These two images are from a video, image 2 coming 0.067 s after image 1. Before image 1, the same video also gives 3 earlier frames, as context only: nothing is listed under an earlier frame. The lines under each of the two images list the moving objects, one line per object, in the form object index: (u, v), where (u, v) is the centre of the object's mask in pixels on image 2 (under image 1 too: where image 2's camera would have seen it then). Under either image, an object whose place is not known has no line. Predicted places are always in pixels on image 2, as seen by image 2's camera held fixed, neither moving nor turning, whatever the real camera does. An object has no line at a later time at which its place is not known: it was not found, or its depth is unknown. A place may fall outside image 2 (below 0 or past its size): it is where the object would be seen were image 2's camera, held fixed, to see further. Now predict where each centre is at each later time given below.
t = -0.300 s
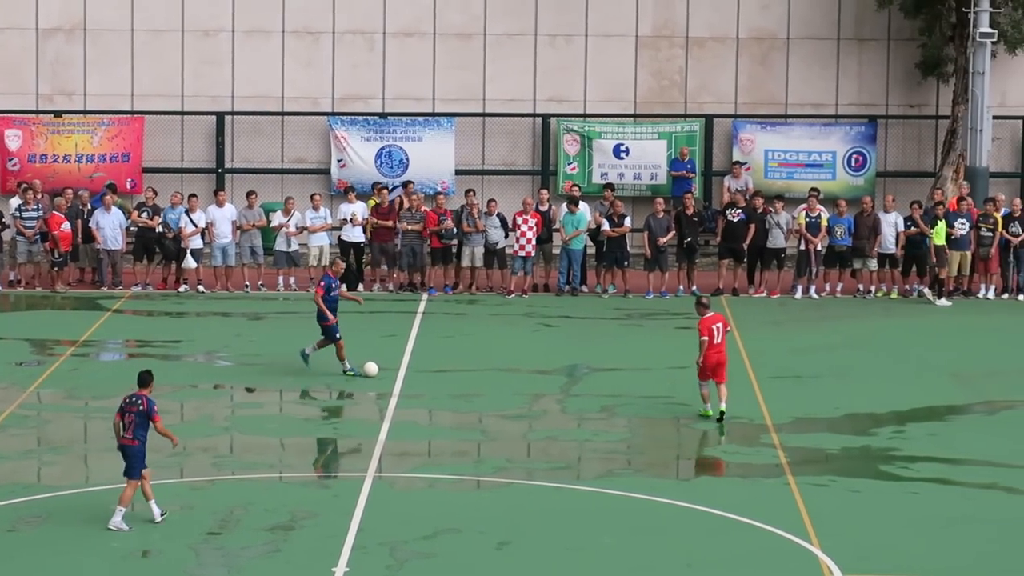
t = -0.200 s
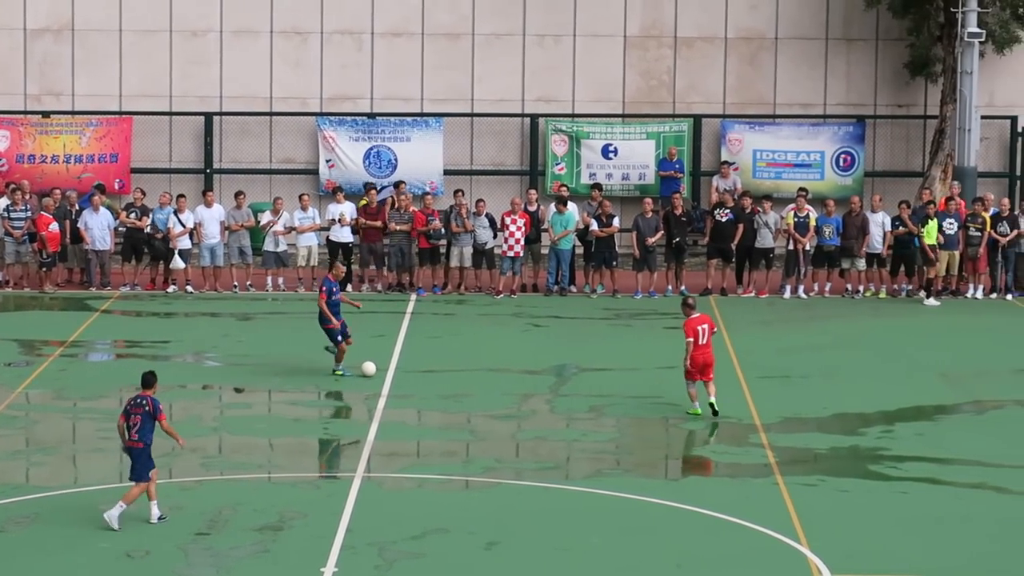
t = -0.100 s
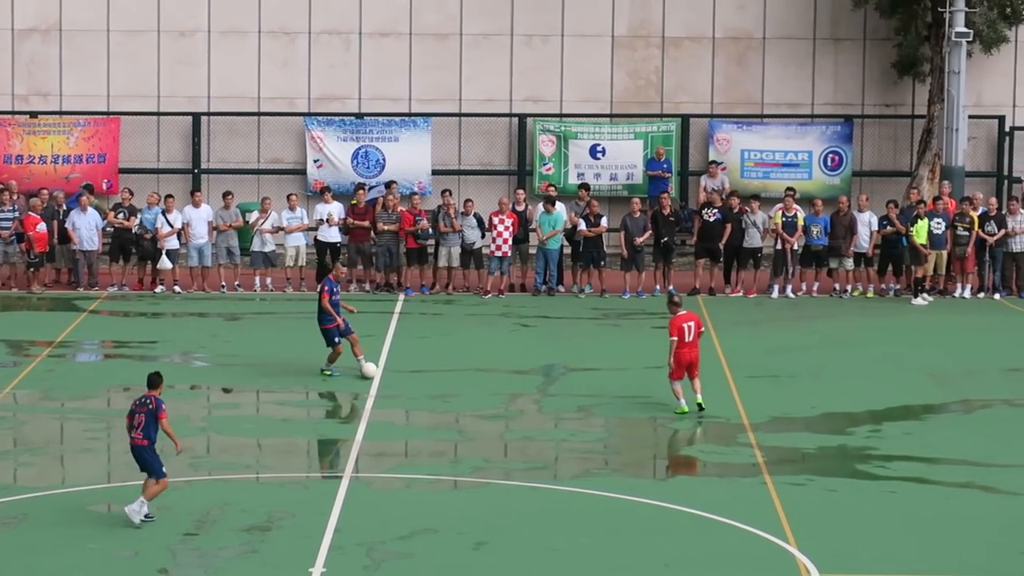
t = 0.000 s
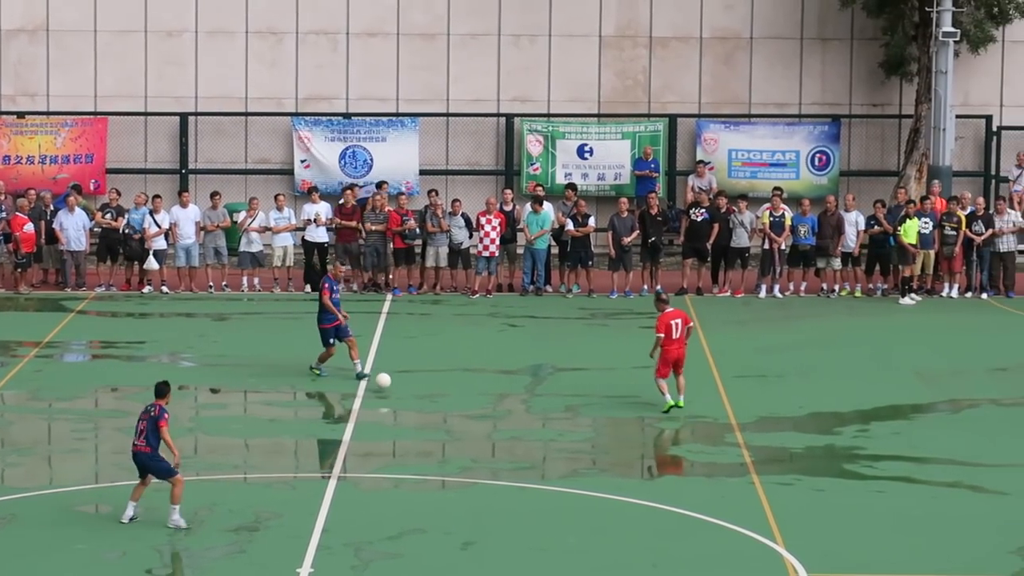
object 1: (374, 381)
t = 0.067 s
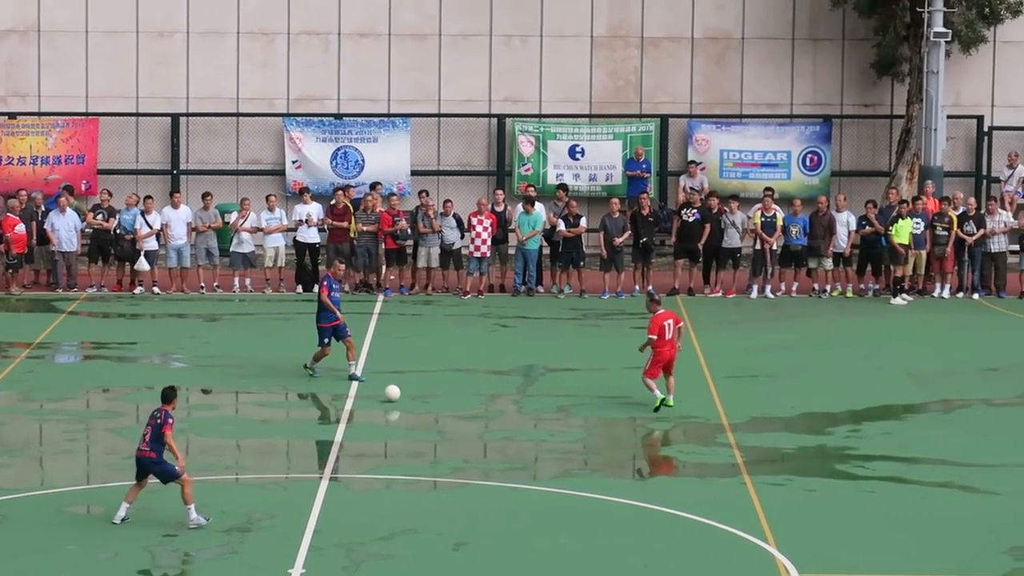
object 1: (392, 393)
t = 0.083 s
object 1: (397, 395)
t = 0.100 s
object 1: (401, 397)
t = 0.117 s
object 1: (405, 398)
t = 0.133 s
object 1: (409, 399)
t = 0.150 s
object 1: (413, 401)
